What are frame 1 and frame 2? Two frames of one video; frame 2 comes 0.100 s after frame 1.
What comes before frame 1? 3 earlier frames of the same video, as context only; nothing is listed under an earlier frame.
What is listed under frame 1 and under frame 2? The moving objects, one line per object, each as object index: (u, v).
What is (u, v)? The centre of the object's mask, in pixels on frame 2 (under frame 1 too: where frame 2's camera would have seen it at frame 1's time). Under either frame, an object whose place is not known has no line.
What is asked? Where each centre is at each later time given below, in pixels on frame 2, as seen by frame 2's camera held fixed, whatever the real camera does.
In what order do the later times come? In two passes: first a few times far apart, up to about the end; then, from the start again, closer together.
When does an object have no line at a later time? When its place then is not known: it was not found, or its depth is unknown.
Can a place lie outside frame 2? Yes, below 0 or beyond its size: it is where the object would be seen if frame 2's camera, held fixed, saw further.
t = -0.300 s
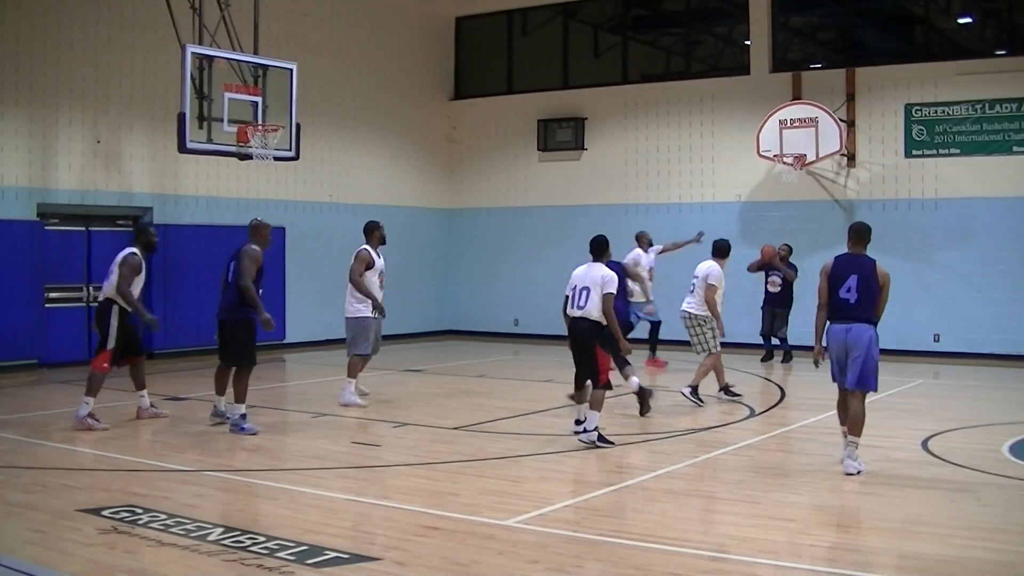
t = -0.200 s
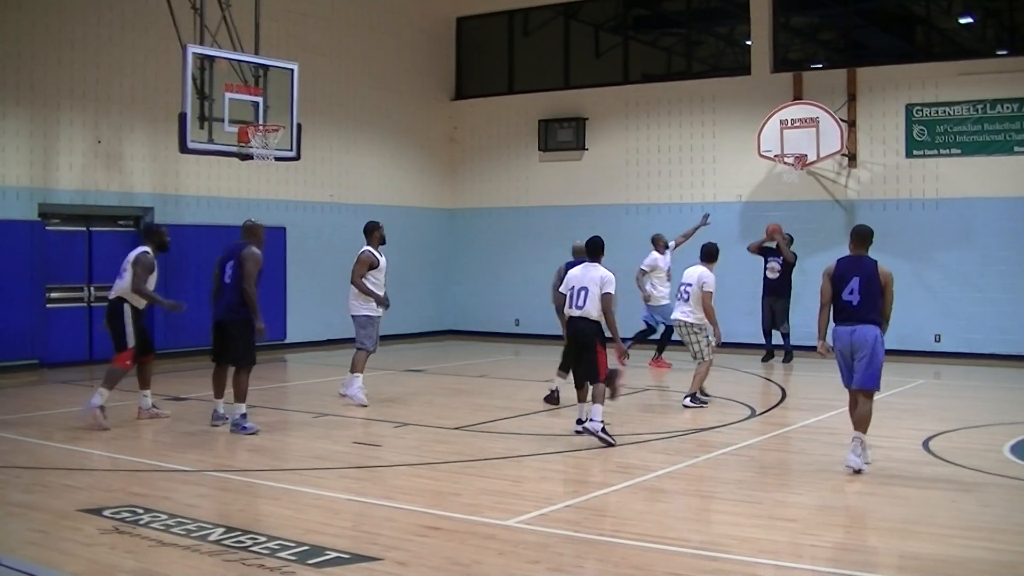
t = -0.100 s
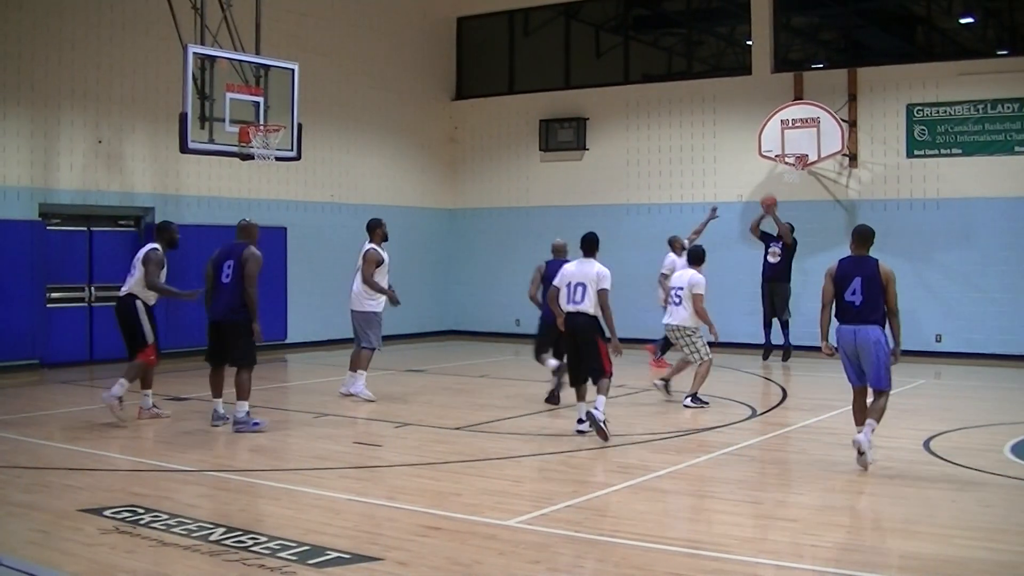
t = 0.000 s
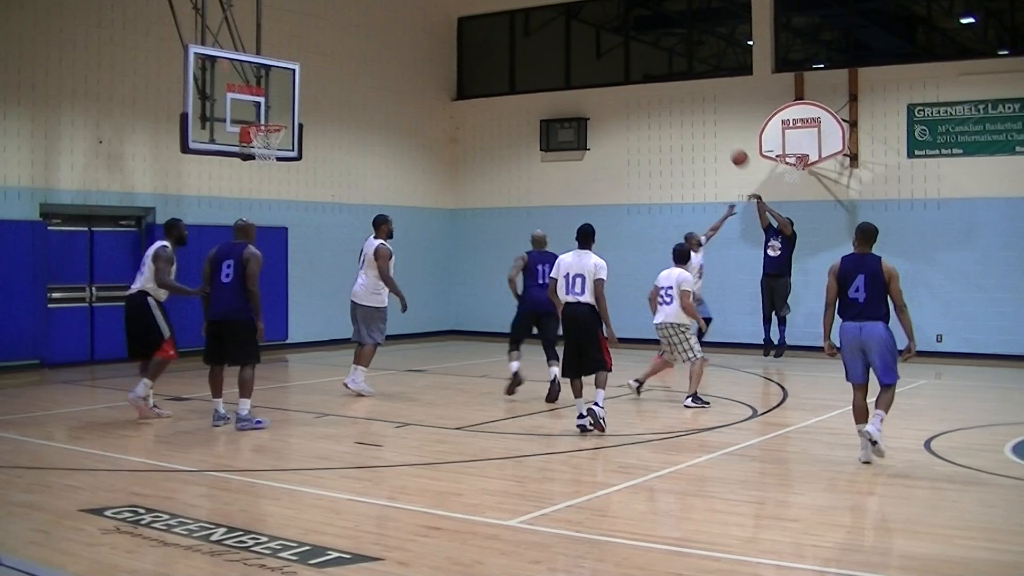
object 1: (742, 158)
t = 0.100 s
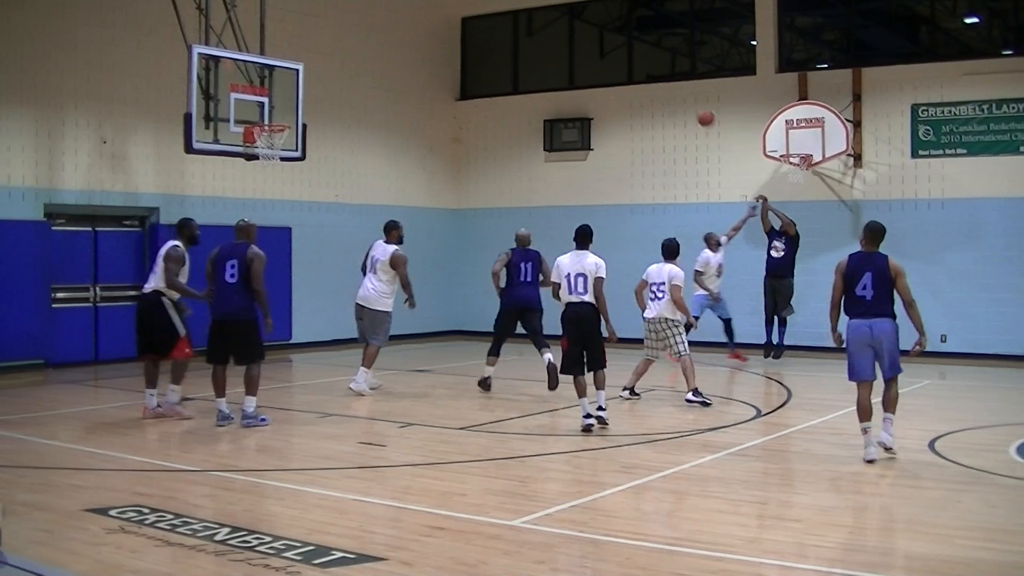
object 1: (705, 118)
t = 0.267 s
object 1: (643, 66)
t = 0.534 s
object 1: (534, 21)
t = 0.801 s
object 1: (421, 28)
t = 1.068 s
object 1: (302, 93)
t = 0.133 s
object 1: (693, 106)
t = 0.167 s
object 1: (681, 96)
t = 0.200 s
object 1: (669, 84)
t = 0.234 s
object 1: (656, 74)
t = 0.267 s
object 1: (643, 66)
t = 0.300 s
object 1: (630, 58)
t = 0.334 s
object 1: (616, 50)
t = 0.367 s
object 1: (603, 44)
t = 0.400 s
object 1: (589, 37)
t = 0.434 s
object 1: (574, 32)
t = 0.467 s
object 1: (562, 28)
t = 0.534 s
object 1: (534, 21)
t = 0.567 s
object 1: (521, 19)
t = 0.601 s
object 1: (507, 18)
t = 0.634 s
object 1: (493, 18)
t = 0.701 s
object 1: (465, 20)
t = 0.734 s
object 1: (448, 21)
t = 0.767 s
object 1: (435, 24)
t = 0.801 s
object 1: (421, 28)
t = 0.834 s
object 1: (406, 33)
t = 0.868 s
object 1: (391, 38)
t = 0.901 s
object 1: (377, 45)
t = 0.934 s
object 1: (361, 53)
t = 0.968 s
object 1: (346, 61)
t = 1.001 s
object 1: (332, 70)
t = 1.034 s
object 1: (317, 81)
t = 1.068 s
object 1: (302, 93)
